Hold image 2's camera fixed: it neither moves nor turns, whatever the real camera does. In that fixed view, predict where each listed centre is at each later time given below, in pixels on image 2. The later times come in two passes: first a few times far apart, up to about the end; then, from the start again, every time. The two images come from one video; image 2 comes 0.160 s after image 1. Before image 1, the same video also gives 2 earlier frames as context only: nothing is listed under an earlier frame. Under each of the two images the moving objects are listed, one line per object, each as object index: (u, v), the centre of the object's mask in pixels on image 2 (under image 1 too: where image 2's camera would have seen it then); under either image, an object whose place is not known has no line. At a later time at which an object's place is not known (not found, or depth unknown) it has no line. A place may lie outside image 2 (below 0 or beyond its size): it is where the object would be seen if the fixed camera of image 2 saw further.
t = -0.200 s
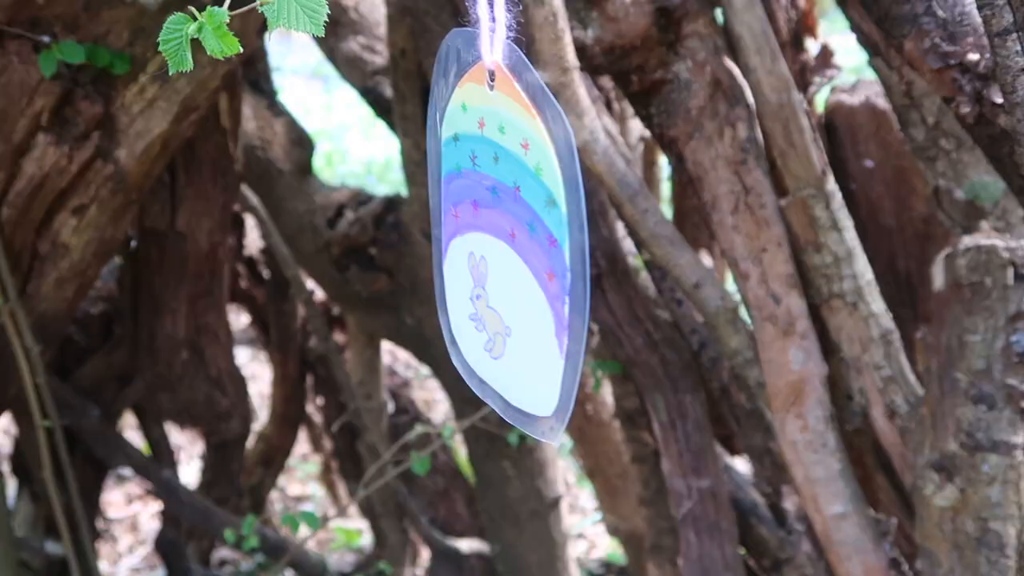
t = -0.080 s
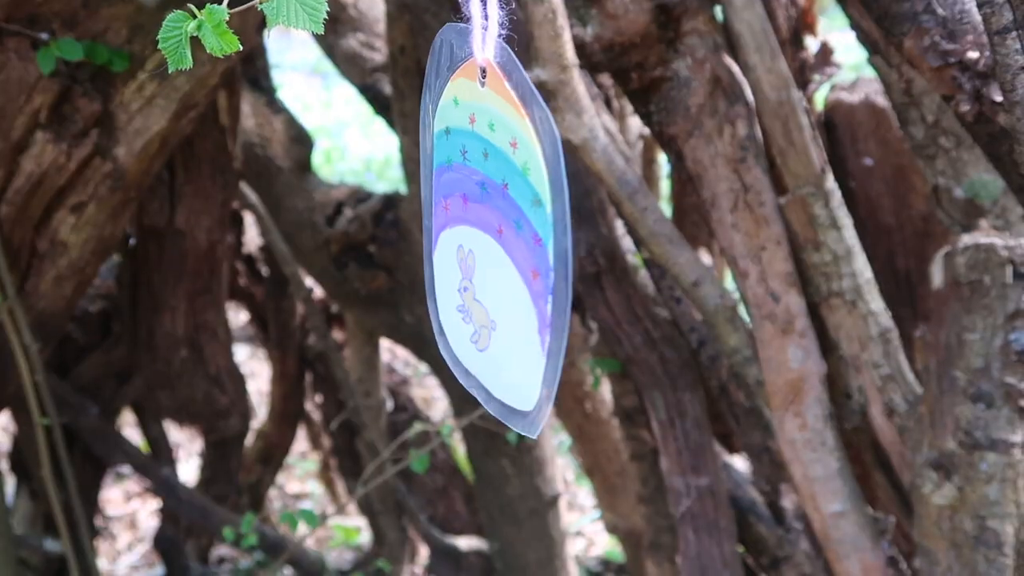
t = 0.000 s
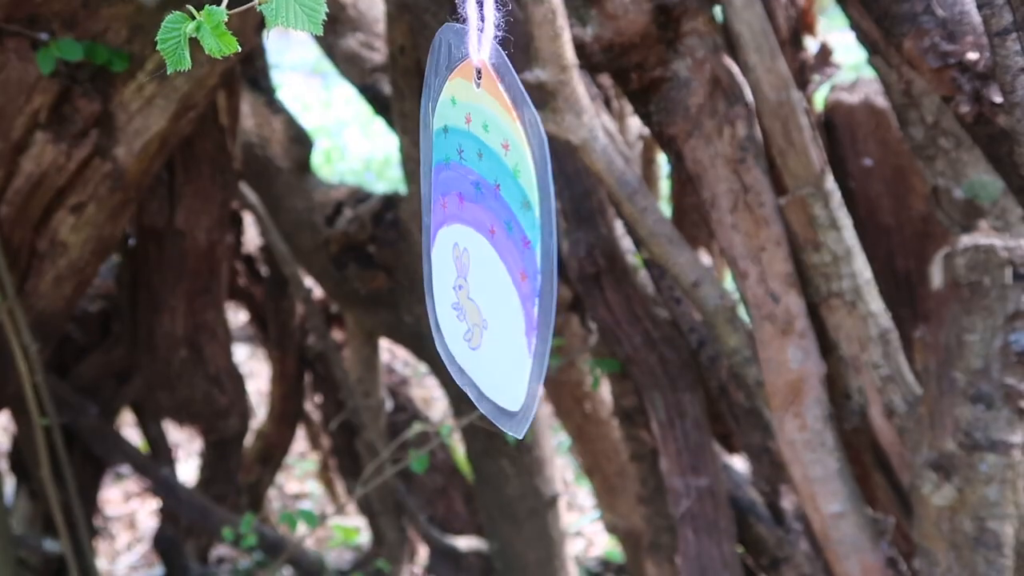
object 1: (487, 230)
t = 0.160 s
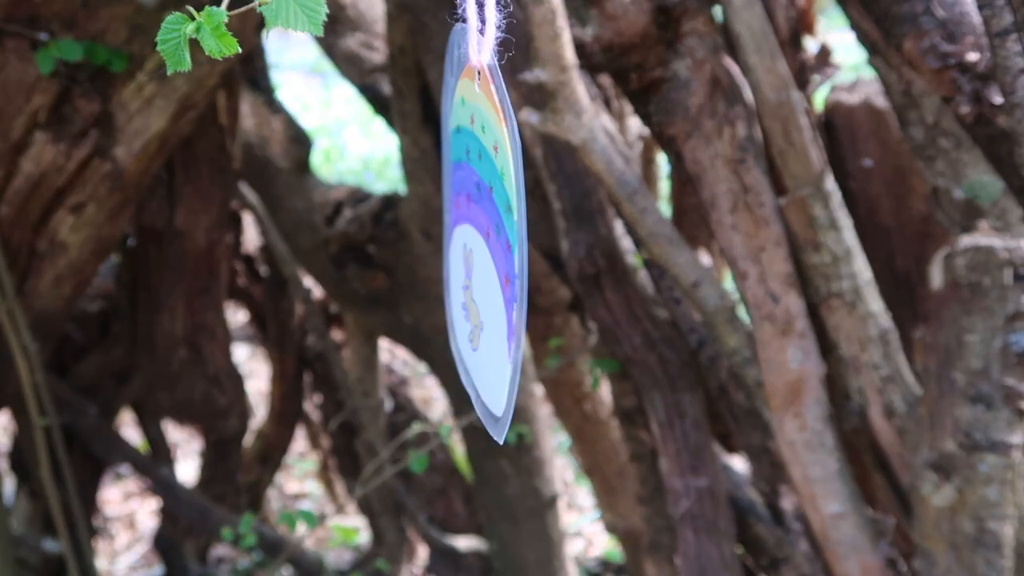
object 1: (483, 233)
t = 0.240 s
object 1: (487, 240)
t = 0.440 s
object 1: (501, 247)
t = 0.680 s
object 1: (503, 238)
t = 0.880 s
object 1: (490, 235)
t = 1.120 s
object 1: (472, 230)
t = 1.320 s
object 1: (474, 227)
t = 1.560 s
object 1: (481, 232)
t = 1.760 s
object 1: (482, 236)
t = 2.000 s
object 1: (491, 237)
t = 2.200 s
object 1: (494, 238)
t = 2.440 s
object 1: (493, 241)
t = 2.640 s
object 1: (500, 242)
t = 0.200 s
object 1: (484, 235)
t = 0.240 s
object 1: (487, 240)
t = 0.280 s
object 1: (489, 245)
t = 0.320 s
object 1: (493, 251)
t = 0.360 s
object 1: (496, 247)
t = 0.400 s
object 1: (498, 248)
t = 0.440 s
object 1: (501, 247)
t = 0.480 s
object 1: (503, 246)
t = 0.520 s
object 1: (504, 245)
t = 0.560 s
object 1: (505, 244)
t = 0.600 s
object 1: (505, 242)
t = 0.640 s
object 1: (504, 240)
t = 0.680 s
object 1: (503, 238)
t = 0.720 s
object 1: (501, 240)
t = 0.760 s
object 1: (499, 238)
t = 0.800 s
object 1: (497, 237)
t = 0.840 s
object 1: (494, 236)
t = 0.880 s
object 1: (490, 235)
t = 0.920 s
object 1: (487, 234)
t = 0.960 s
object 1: (482, 232)
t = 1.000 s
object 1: (479, 232)
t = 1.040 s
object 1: (476, 231)
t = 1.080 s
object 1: (474, 231)
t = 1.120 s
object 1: (472, 230)
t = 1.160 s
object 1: (472, 229)
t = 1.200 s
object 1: (471, 229)
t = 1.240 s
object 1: (472, 228)
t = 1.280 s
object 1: (472, 227)
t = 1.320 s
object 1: (474, 227)
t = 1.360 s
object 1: (475, 227)
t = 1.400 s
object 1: (476, 227)
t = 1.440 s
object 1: (478, 228)
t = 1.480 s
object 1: (479, 229)
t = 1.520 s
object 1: (480, 231)
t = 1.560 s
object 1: (481, 232)
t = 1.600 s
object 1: (481, 233)
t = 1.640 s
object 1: (481, 234)
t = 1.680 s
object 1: (481, 235)
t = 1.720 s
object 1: (482, 236)
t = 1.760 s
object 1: (482, 236)
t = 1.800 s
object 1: (483, 237)
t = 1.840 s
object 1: (484, 237)
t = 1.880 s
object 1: (486, 237)
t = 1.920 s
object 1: (488, 237)
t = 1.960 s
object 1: (489, 237)
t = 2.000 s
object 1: (491, 237)
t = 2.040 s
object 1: (492, 237)
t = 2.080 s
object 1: (493, 237)
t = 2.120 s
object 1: (494, 237)
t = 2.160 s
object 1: (494, 237)
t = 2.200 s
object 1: (494, 238)
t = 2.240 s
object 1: (493, 238)
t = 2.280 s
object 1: (492, 239)
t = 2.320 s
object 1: (492, 240)
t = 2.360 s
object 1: (492, 240)
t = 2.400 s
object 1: (492, 241)
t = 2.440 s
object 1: (493, 241)
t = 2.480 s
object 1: (494, 242)
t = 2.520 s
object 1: (496, 243)
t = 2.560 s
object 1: (497, 243)
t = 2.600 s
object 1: (499, 242)
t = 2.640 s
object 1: (500, 242)
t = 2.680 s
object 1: (501, 242)
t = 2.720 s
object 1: (501, 242)
